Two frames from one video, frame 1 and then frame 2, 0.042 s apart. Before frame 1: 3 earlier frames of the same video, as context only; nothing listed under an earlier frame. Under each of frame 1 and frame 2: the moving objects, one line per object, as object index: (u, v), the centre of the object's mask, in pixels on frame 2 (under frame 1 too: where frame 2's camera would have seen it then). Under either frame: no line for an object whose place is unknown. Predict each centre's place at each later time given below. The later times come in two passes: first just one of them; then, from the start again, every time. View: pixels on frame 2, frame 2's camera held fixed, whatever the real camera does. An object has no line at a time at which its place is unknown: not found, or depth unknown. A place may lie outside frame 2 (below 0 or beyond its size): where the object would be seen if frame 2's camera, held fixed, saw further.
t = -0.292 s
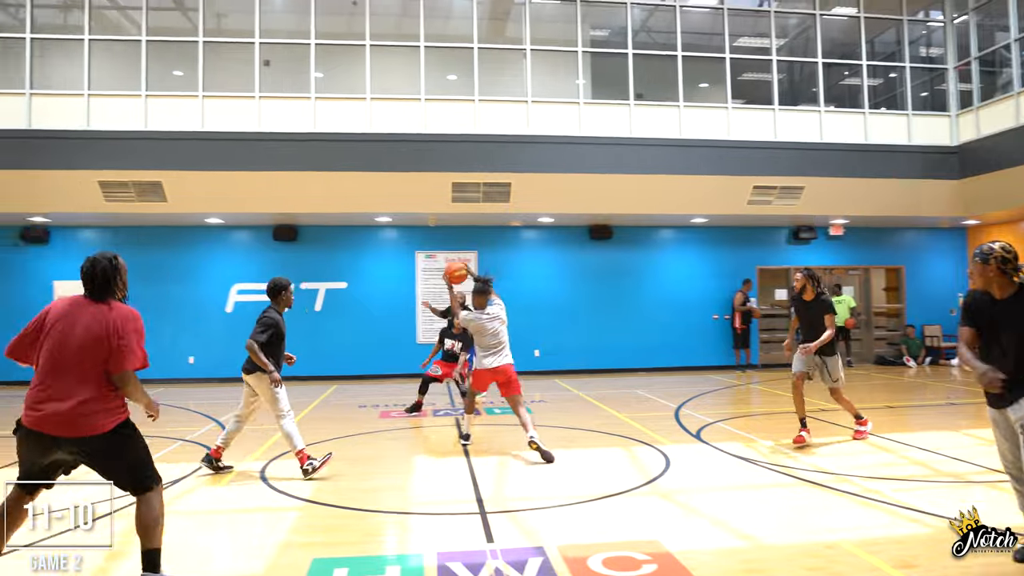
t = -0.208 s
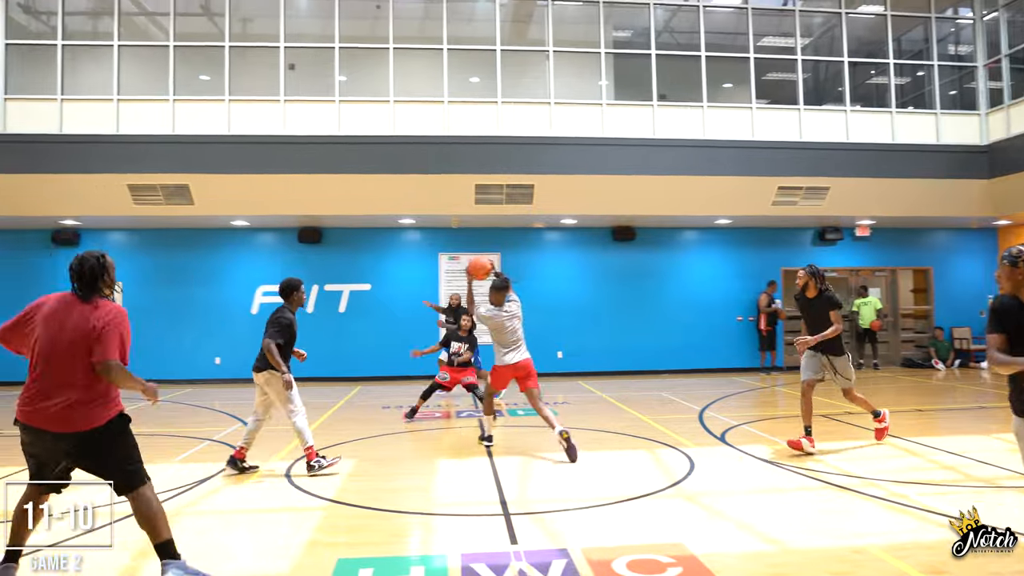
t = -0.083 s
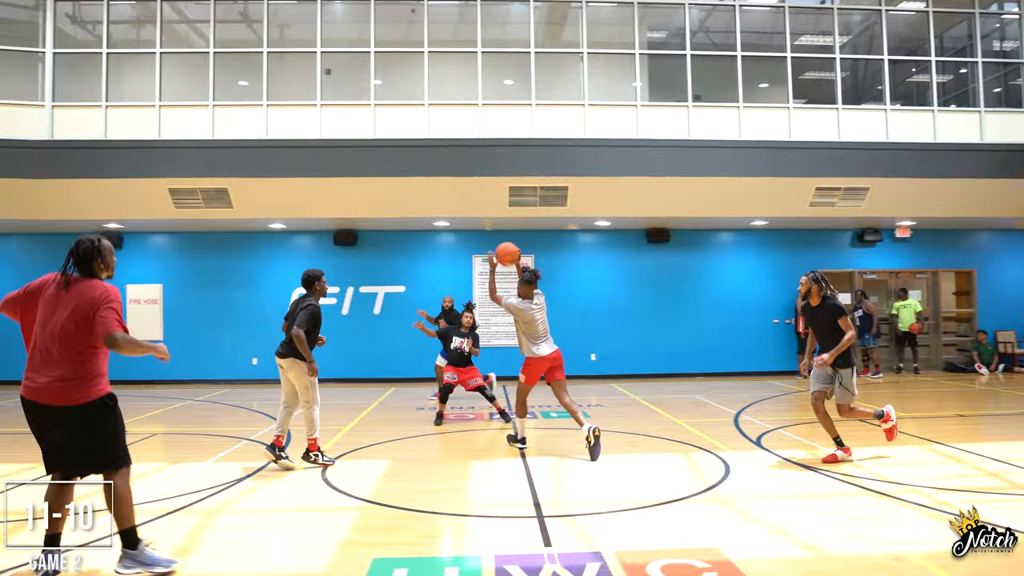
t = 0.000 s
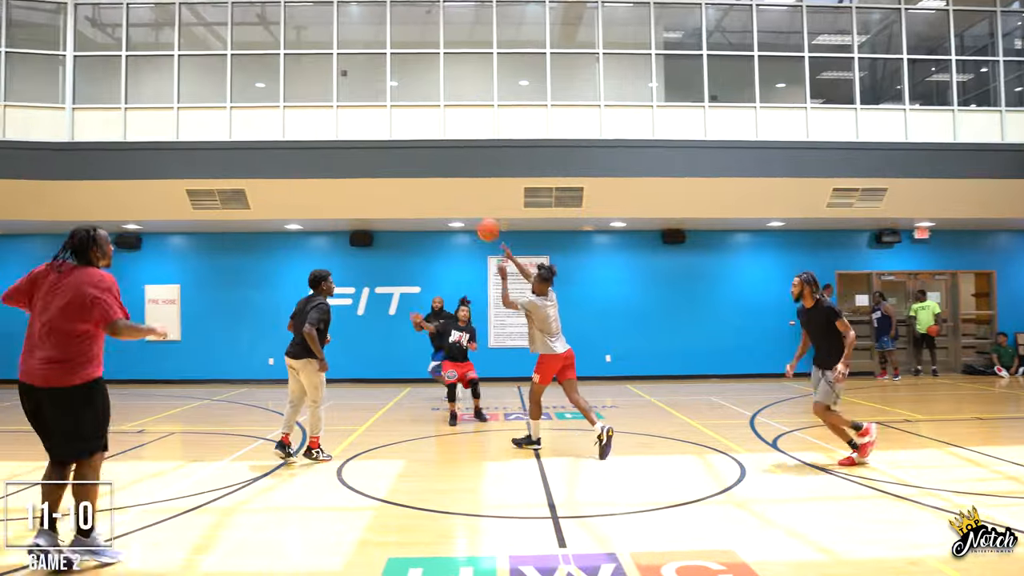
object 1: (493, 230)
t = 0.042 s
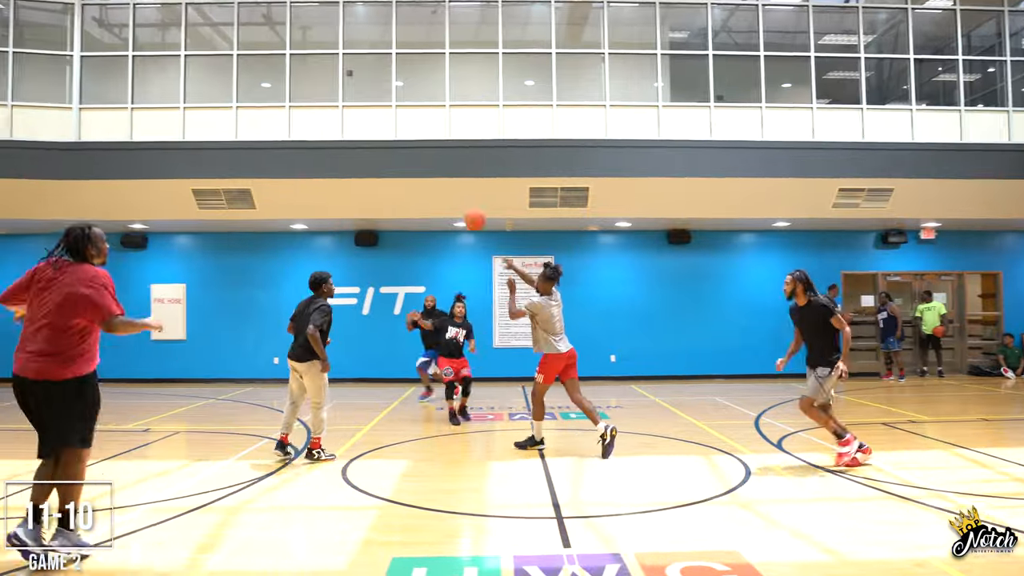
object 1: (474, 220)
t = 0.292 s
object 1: (378, 200)
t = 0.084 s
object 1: (456, 213)
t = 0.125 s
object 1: (439, 207)
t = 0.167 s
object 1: (423, 203)
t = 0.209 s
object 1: (408, 200)
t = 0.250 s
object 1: (393, 199)
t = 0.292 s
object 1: (378, 200)
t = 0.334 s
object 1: (365, 201)
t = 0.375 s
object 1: (352, 204)
